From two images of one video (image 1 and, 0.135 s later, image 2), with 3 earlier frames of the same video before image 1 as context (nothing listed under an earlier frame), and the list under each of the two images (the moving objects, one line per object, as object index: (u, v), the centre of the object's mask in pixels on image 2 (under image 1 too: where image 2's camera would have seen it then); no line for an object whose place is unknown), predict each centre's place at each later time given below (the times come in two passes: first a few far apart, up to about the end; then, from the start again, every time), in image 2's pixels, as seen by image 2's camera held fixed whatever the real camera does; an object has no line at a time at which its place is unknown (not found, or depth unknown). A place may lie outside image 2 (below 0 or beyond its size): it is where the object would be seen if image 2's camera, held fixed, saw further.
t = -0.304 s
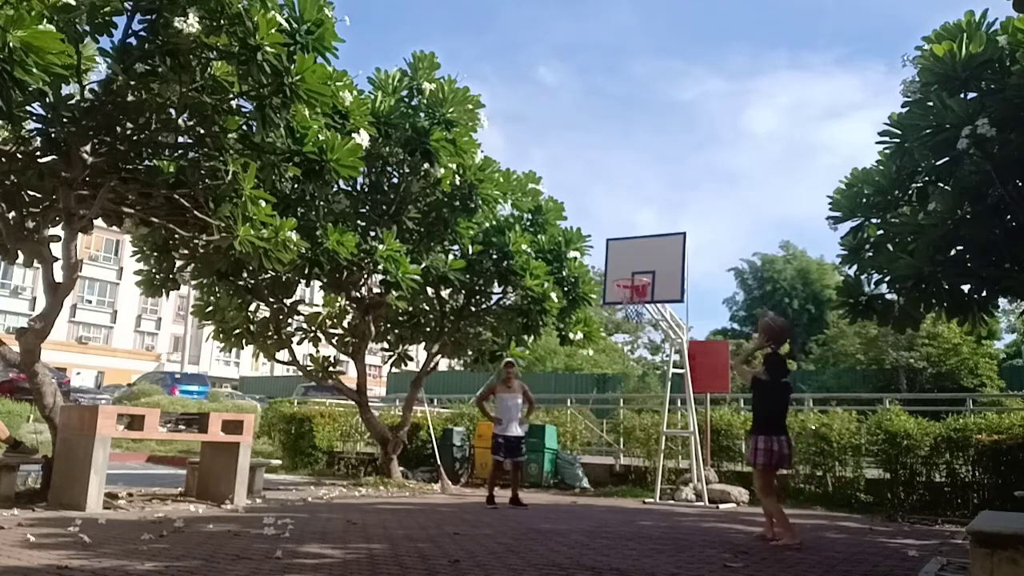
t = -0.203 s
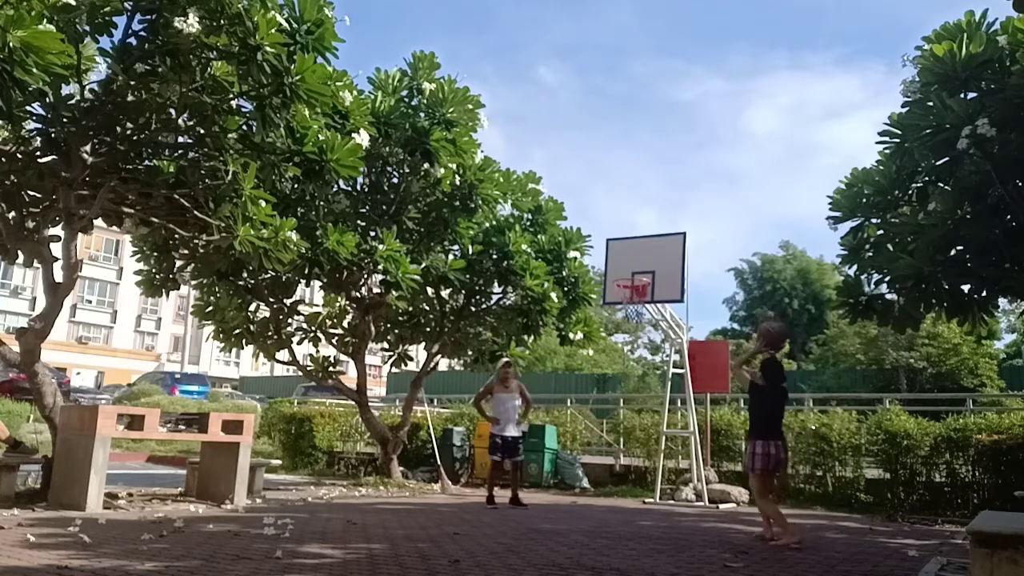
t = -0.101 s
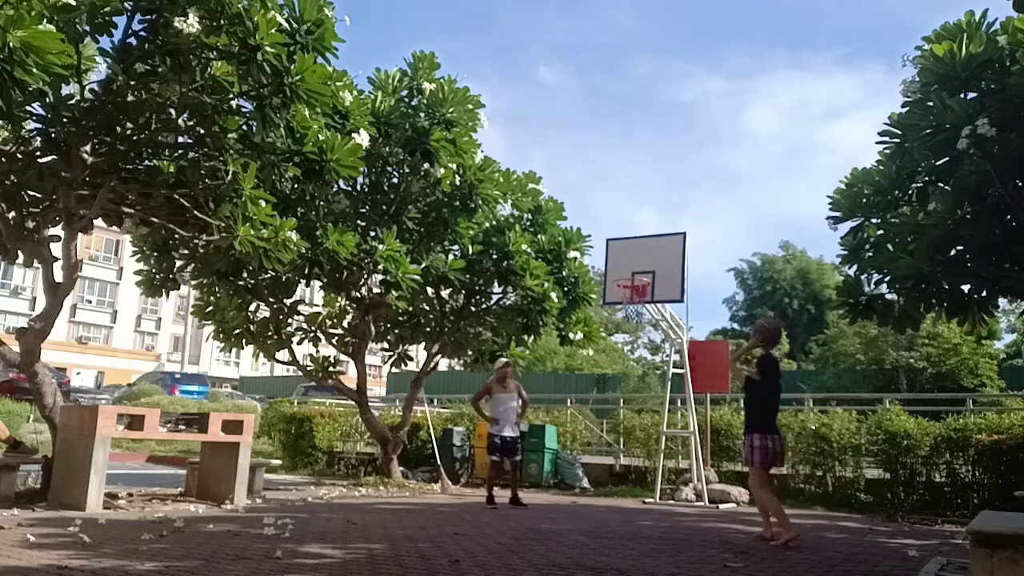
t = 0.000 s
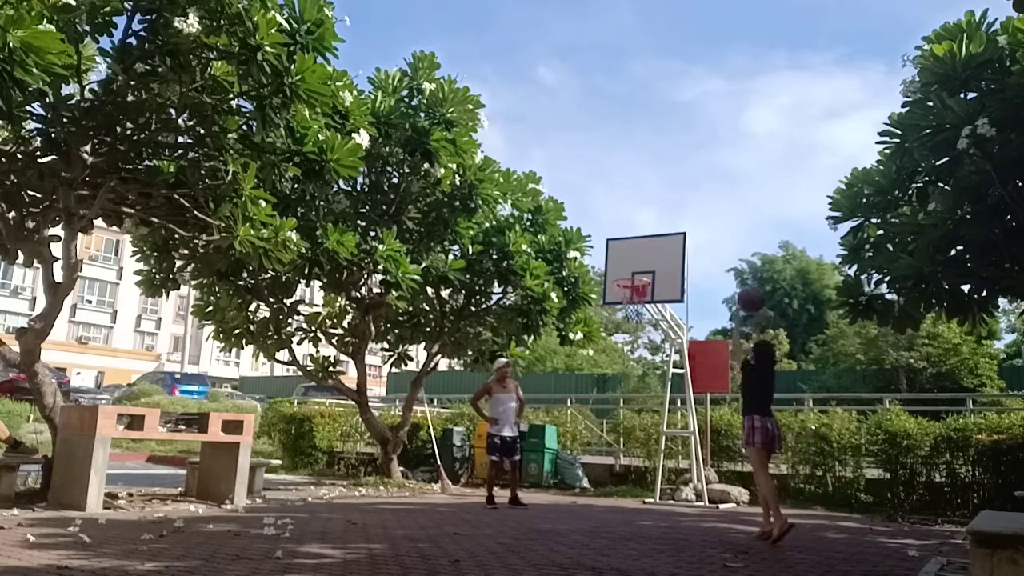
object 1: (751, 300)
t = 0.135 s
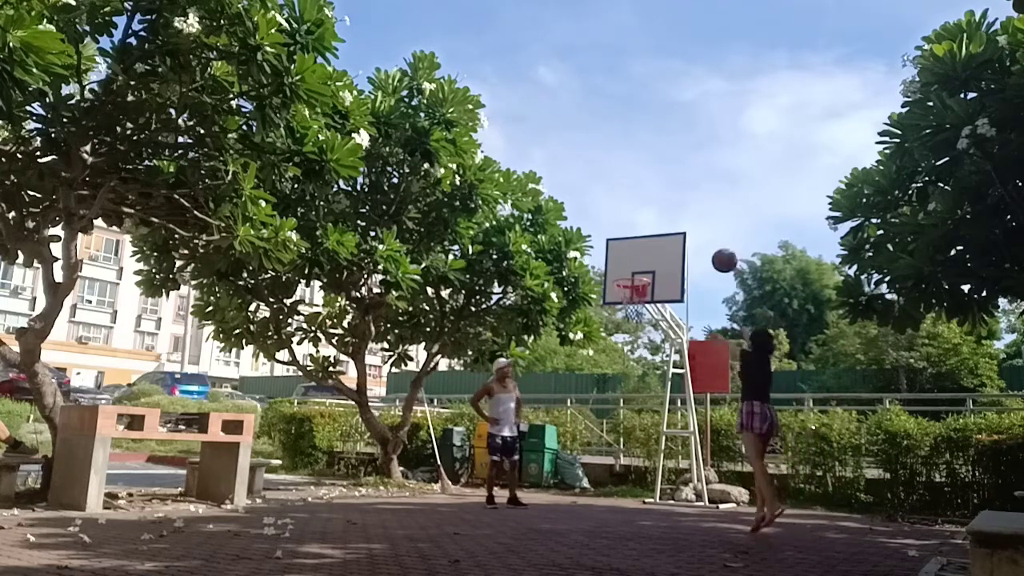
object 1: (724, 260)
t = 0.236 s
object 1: (707, 247)
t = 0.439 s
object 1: (677, 249)
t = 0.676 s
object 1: (658, 269)
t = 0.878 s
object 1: (676, 257)
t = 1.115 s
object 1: (697, 285)
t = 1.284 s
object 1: (715, 337)
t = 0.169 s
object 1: (718, 254)
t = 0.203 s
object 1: (712, 250)
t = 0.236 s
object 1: (707, 247)
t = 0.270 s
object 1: (701, 245)
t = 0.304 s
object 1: (696, 243)
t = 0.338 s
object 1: (691, 244)
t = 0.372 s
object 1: (686, 244)
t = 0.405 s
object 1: (681, 246)
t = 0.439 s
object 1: (677, 249)
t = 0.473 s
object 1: (673, 253)
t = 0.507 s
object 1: (669, 257)
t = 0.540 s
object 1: (665, 263)
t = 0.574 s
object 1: (660, 269)
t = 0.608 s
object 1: (657, 276)
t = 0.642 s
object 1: (656, 274)
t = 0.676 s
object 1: (658, 269)
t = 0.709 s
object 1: (661, 265)
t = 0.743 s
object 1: (664, 261)
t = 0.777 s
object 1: (667, 259)
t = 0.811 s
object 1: (670, 257)
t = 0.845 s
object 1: (673, 257)
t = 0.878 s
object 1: (676, 257)
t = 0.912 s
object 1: (678, 258)
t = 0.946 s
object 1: (681, 260)
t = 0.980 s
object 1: (685, 263)
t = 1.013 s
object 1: (688, 267)
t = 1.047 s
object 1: (691, 272)
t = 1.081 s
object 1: (694, 278)
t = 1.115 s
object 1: (697, 285)
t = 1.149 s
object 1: (701, 293)
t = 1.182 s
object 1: (704, 302)
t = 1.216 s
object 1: (707, 313)
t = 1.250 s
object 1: (711, 325)
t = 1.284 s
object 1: (715, 337)
